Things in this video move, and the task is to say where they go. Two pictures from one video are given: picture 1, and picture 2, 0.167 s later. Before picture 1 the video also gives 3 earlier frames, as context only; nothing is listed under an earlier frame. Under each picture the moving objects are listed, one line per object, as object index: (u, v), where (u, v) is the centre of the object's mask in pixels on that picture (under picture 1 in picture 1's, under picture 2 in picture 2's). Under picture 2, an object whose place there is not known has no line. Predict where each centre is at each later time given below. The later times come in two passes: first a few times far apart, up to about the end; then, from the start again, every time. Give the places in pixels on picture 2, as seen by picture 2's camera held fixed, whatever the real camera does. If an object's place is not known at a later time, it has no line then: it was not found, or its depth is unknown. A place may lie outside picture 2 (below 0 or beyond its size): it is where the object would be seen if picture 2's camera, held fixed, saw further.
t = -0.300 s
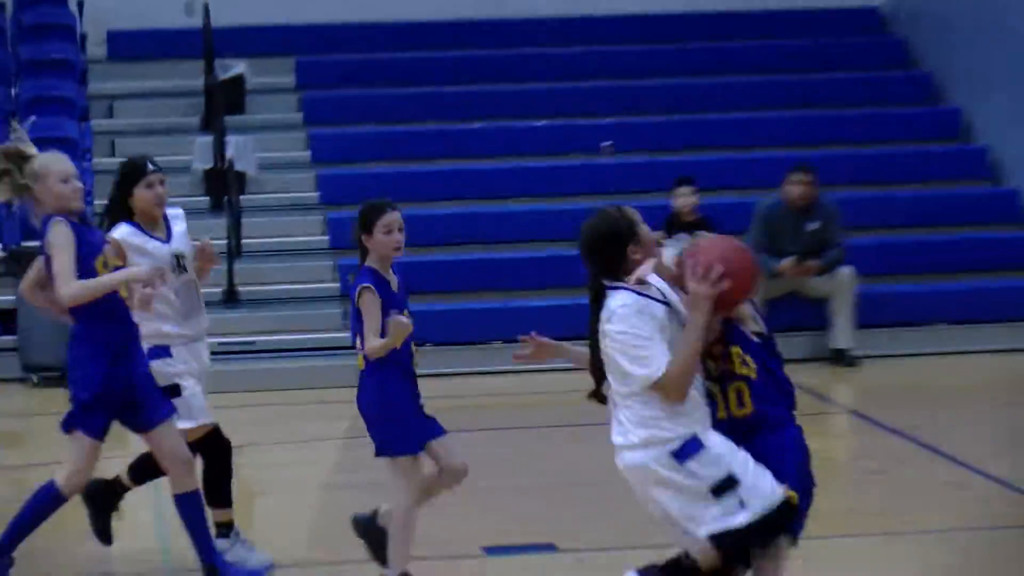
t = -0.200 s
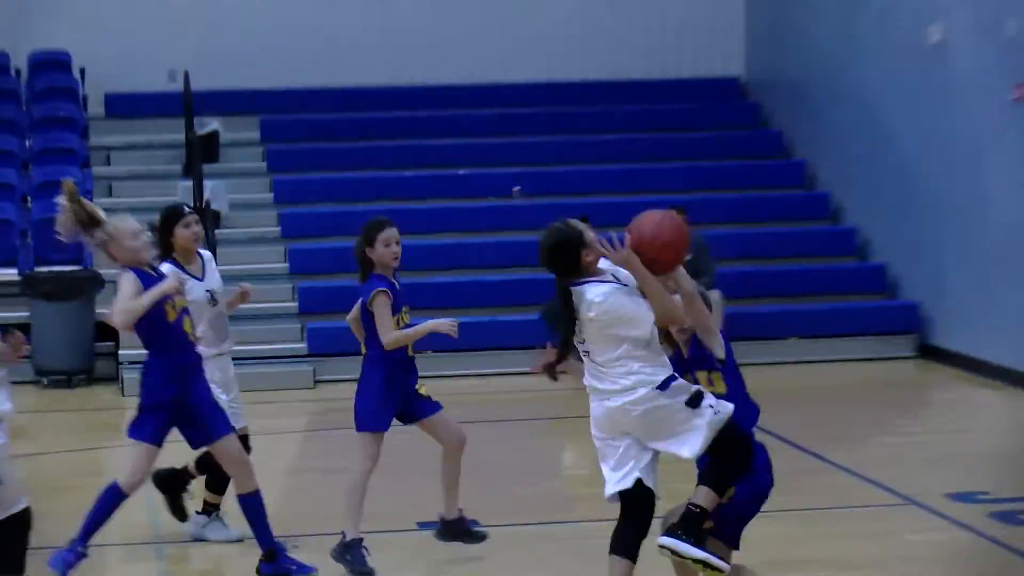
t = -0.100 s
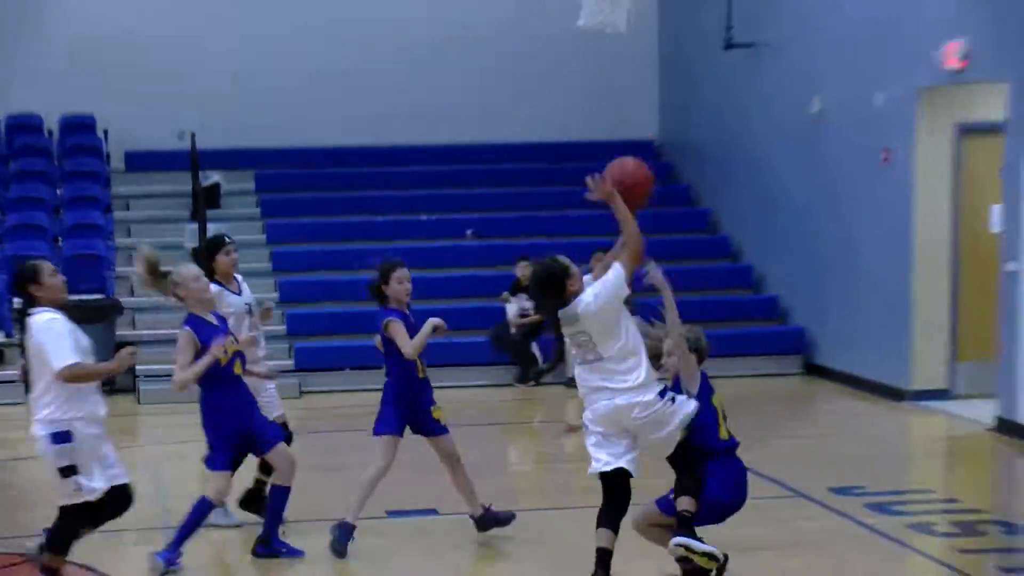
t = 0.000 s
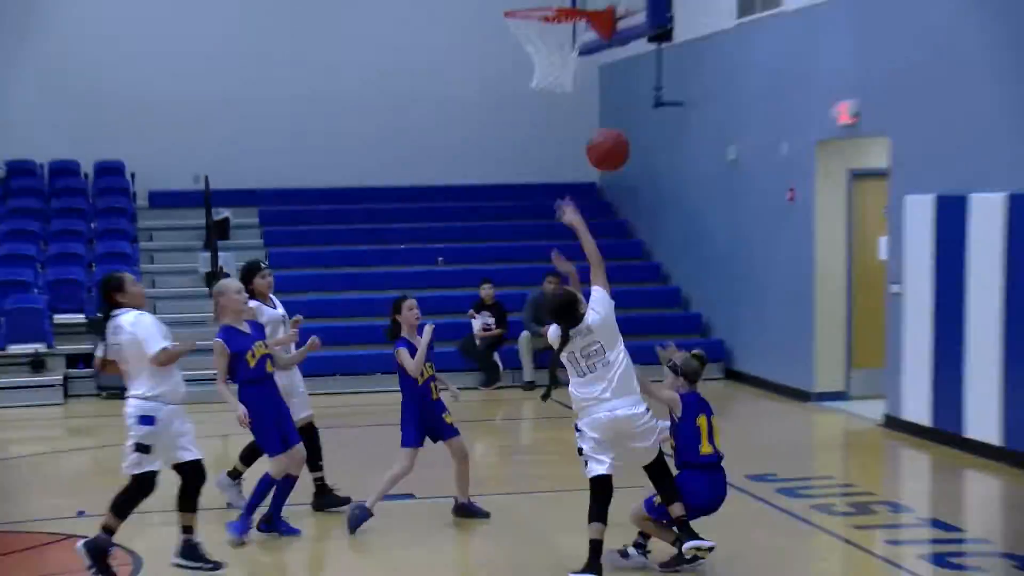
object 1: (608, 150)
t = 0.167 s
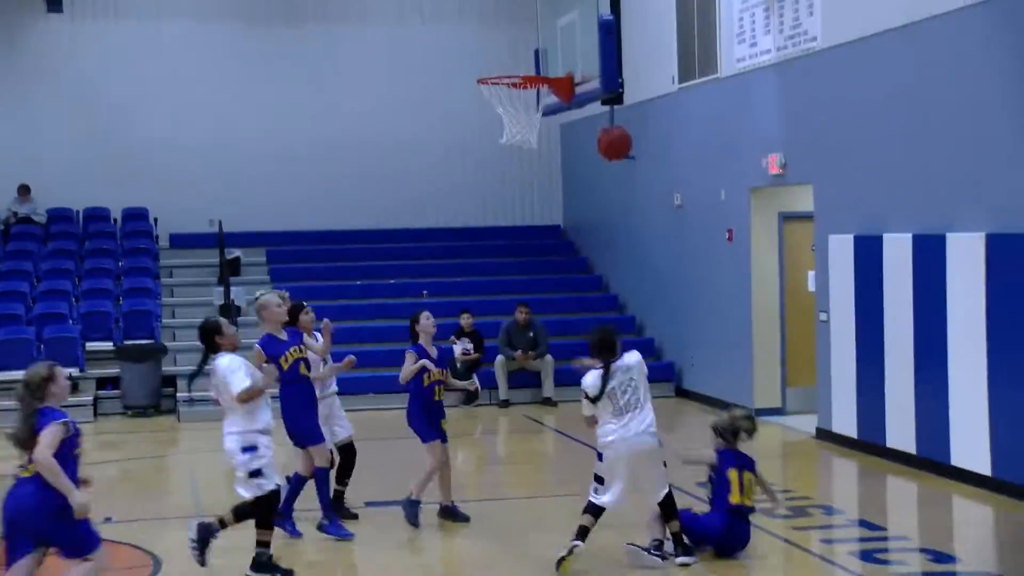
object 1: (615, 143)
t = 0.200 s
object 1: (623, 138)
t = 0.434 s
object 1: (677, 151)
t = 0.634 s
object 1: (715, 217)
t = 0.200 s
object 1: (623, 138)
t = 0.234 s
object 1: (630, 135)
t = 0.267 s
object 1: (639, 134)
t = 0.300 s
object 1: (647, 134)
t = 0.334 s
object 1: (655, 137)
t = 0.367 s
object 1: (662, 140)
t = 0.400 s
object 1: (670, 145)
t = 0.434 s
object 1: (677, 151)
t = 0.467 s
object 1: (684, 159)
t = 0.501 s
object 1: (691, 168)
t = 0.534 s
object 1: (697, 179)
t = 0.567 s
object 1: (704, 190)
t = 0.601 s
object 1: (708, 204)
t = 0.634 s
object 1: (715, 217)
